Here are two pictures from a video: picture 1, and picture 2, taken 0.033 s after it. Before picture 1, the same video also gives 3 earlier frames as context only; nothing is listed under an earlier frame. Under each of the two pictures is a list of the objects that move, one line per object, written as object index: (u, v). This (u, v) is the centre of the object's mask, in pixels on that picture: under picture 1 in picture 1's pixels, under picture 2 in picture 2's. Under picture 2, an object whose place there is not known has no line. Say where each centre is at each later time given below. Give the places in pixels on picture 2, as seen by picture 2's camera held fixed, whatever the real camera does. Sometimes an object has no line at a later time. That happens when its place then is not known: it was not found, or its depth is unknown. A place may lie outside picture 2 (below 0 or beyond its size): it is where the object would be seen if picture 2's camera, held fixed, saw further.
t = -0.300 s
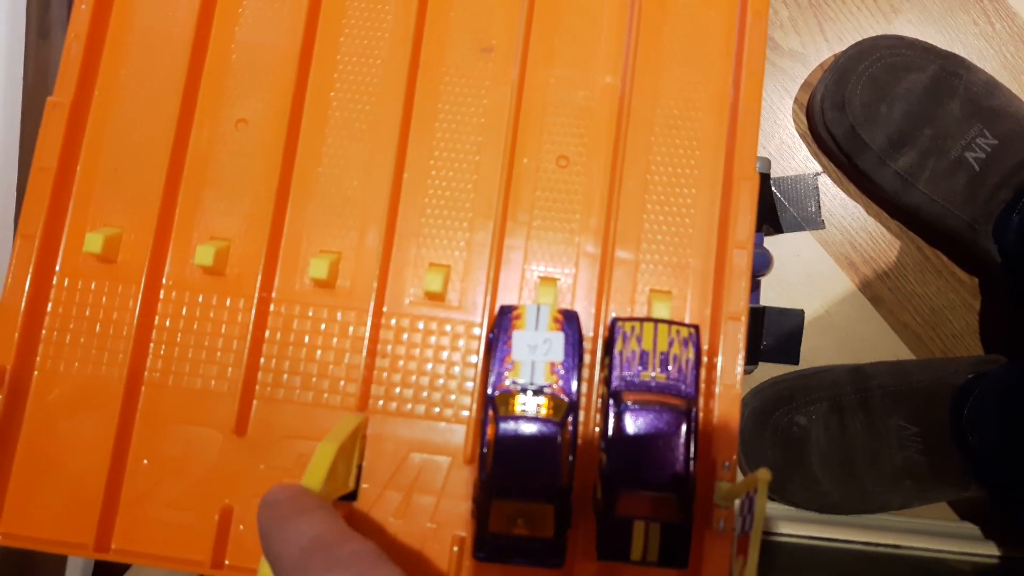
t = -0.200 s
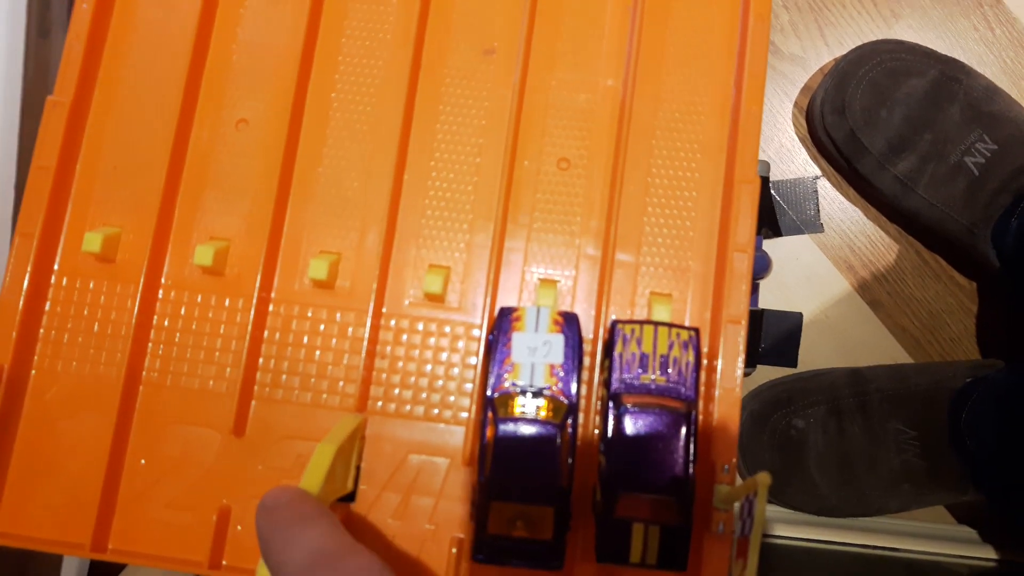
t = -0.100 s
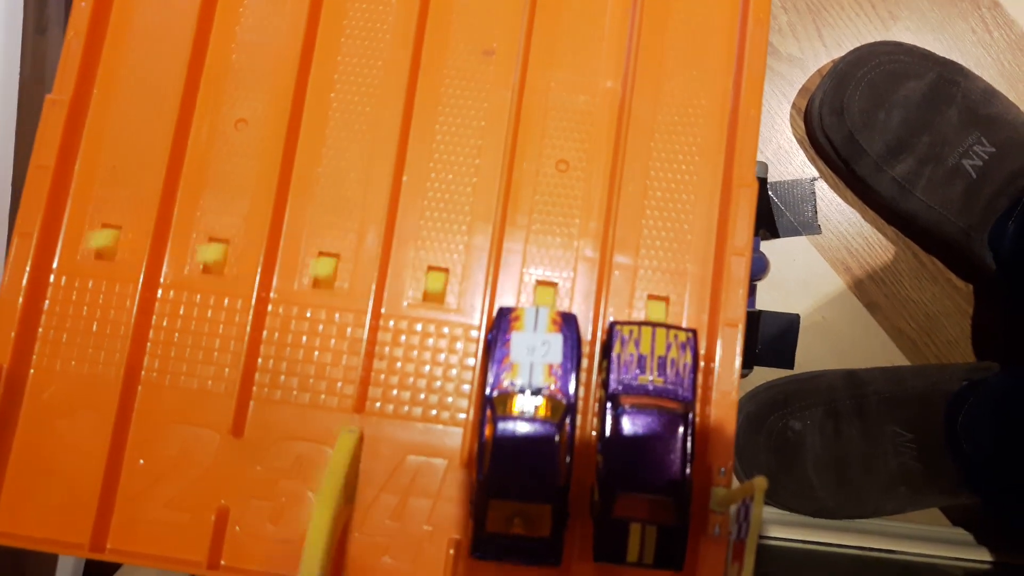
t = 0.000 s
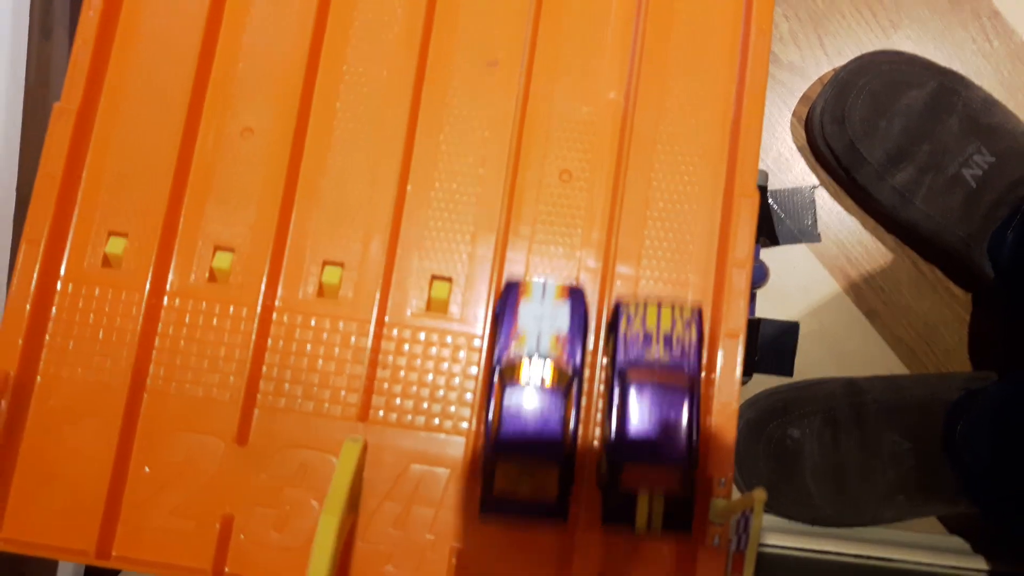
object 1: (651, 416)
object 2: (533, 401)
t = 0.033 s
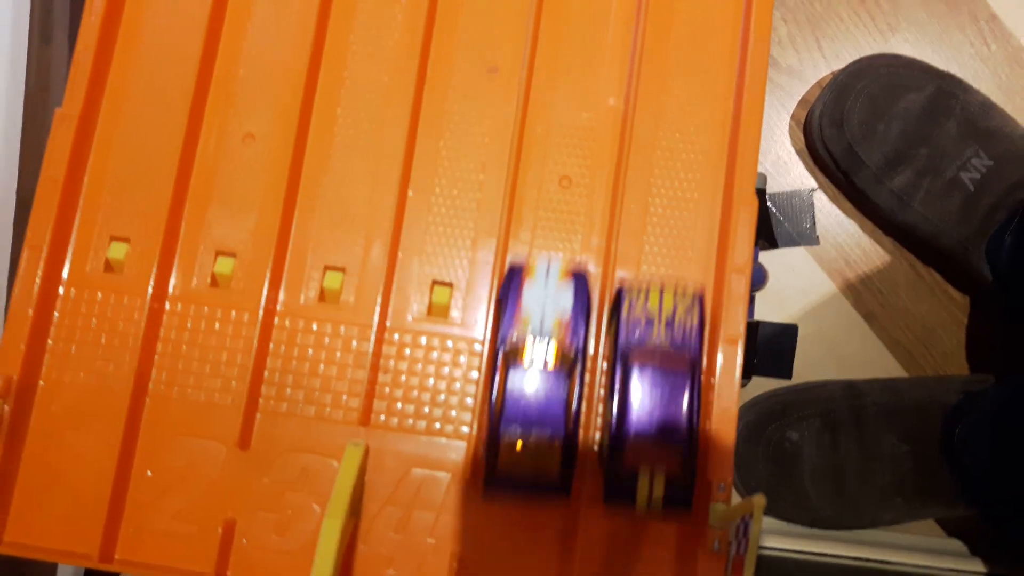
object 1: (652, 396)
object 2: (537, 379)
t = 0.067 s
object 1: (655, 368)
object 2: (540, 348)
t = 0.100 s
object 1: (657, 336)
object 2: (544, 315)
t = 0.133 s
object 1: (660, 300)
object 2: (550, 278)
